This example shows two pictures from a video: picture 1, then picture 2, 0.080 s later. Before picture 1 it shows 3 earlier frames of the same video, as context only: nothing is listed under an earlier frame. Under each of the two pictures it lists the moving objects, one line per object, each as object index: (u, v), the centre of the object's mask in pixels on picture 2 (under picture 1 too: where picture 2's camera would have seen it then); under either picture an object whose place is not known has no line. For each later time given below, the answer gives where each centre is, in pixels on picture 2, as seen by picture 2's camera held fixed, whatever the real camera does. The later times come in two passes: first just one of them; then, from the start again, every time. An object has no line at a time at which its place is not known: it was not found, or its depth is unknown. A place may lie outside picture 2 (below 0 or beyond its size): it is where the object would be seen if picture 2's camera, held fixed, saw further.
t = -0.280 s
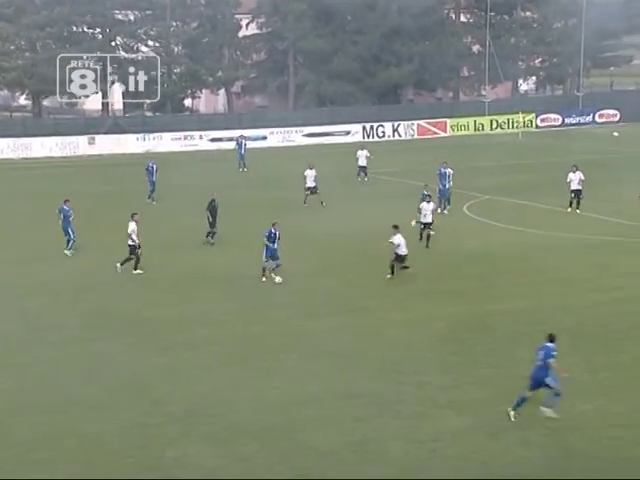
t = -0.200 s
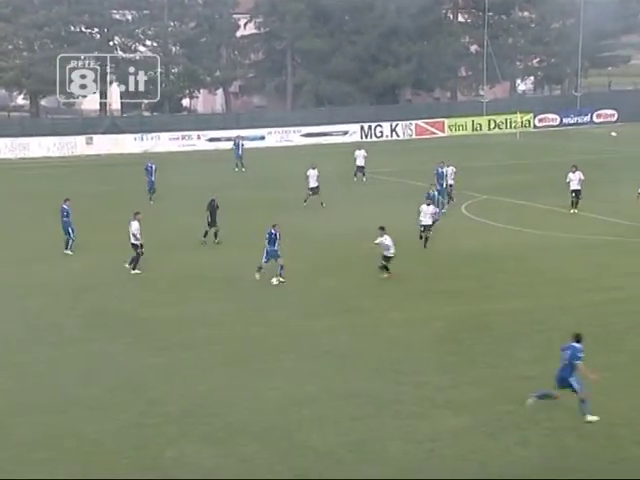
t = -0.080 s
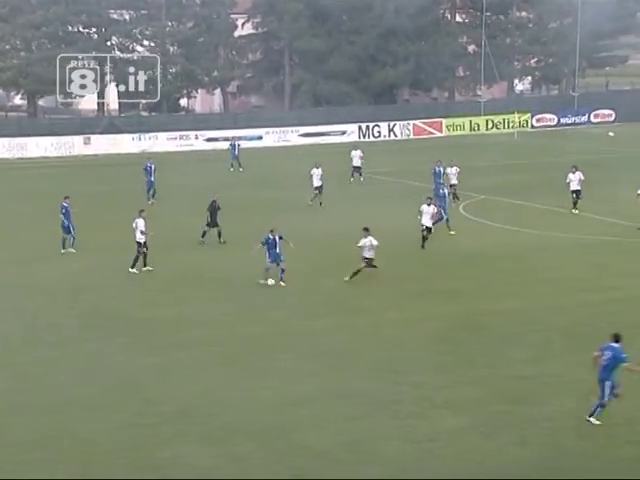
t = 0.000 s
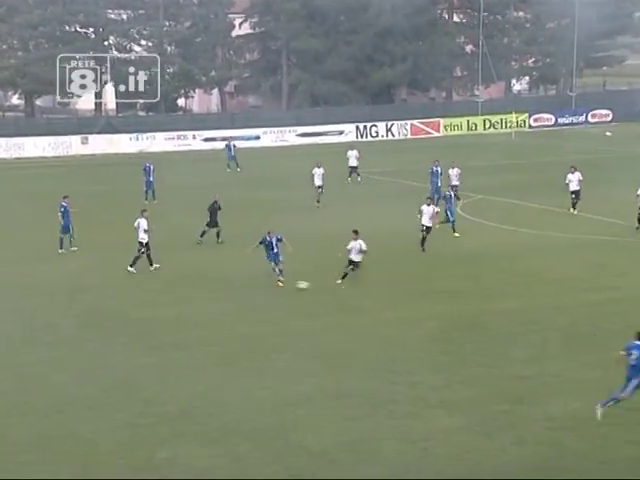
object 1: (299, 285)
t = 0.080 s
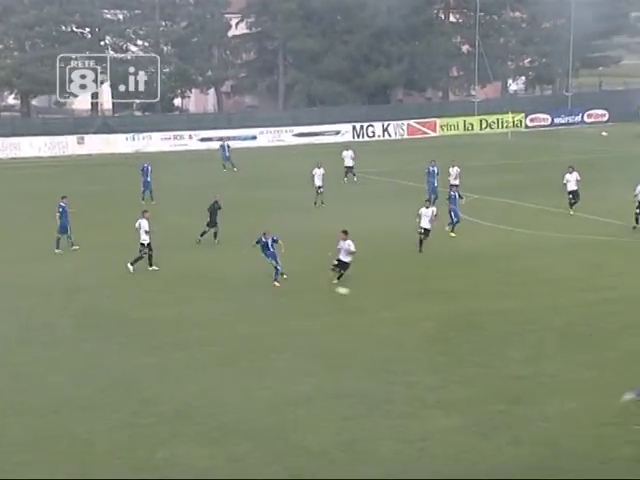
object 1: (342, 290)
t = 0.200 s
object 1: (407, 301)
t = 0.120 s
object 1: (364, 294)
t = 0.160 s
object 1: (386, 298)
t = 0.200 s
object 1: (407, 301)
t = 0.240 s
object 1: (427, 303)
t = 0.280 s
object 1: (448, 306)
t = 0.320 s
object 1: (468, 309)
